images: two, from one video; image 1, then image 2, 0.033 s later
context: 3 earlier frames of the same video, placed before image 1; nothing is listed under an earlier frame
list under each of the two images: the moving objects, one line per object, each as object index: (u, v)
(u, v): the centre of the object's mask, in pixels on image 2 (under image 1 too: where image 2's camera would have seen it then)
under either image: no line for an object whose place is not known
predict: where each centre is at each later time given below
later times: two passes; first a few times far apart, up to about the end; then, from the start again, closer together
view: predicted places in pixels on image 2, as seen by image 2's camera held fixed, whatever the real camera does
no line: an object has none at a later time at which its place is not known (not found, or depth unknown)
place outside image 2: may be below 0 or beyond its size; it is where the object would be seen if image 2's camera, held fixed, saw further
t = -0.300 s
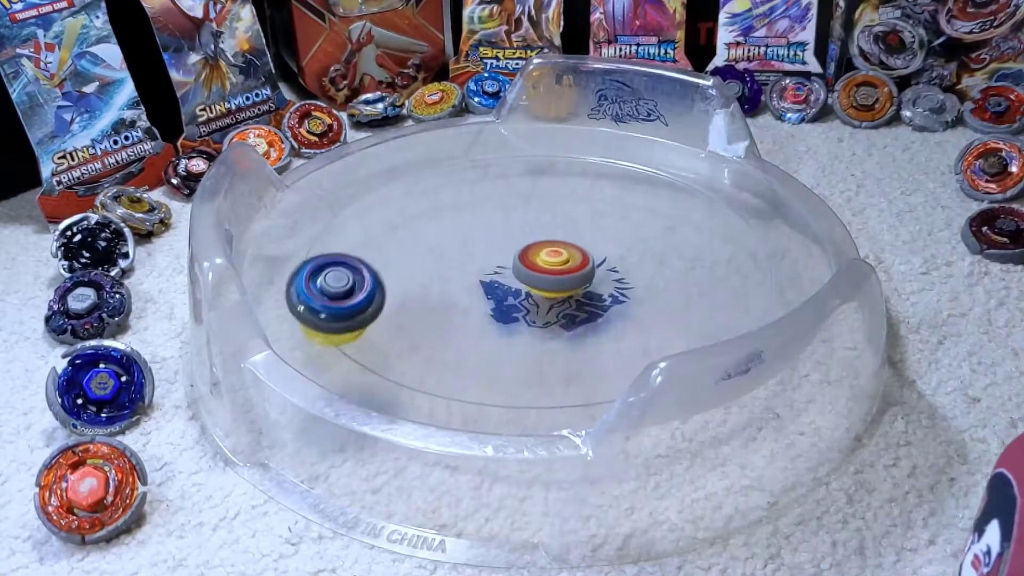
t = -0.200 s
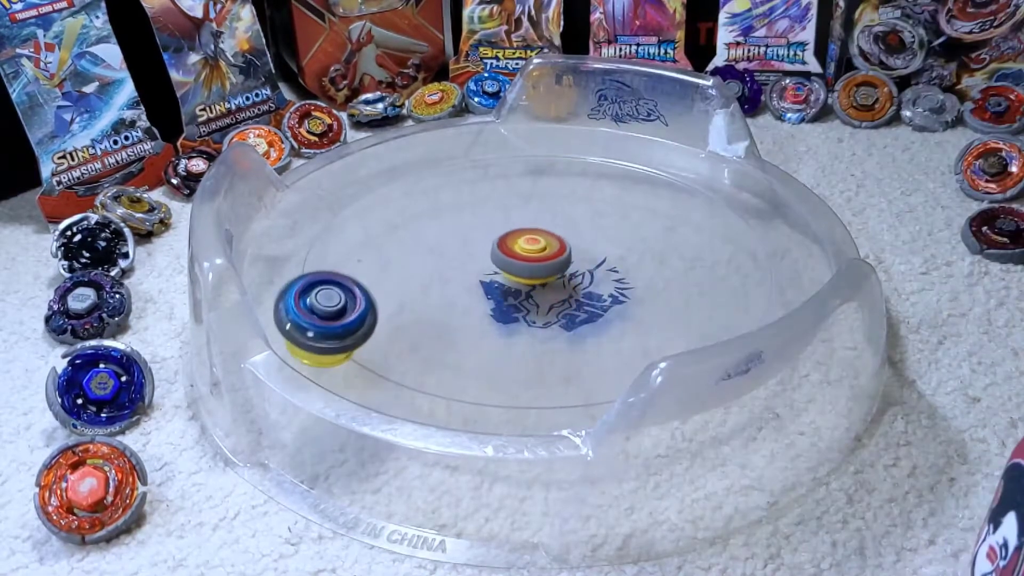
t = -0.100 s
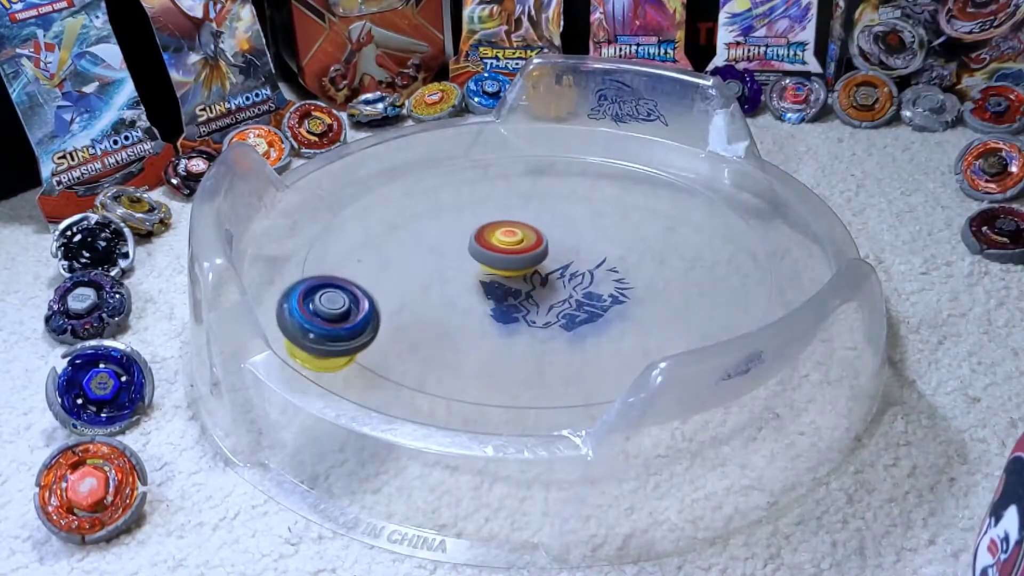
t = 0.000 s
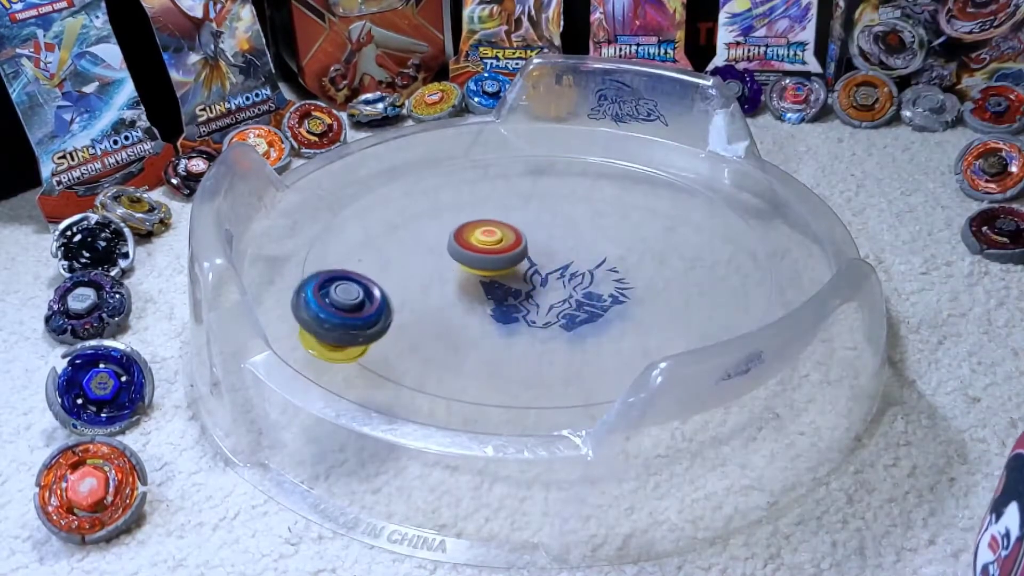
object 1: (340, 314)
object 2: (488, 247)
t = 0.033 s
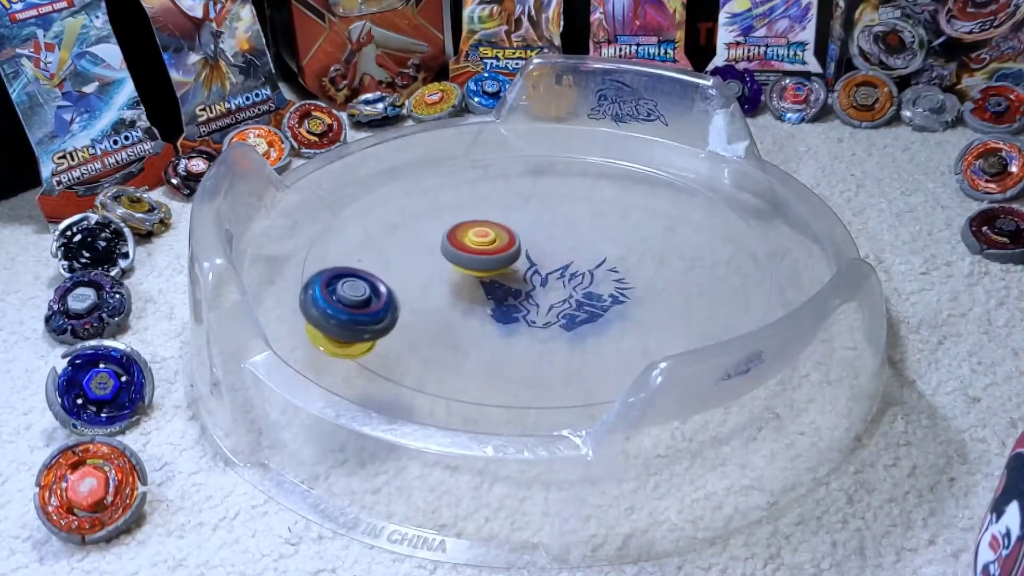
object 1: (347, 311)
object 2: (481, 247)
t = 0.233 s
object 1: (414, 288)
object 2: (469, 255)
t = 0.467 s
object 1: (449, 310)
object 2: (502, 250)
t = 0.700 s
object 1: (493, 331)
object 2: (518, 231)
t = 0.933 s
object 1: (532, 332)
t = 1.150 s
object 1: (615, 311)
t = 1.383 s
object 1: (685, 291)
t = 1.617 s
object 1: (659, 266)
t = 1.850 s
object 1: (760, 247)
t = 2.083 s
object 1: (655, 283)
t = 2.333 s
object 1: (517, 201)
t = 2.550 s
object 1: (580, 133)
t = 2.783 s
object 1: (620, 135)
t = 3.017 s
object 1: (586, 121)
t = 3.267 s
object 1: (514, 127)
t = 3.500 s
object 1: (489, 204)
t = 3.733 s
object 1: (434, 271)
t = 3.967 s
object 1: (370, 278)
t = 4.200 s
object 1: (442, 289)
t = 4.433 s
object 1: (496, 330)
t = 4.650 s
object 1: (552, 335)
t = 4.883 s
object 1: (639, 305)
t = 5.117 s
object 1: (702, 274)
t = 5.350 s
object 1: (668, 270)
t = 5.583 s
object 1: (564, 273)
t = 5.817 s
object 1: (485, 303)
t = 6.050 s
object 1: (557, 258)
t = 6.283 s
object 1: (696, 283)
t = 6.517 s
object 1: (612, 333)
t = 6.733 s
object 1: (518, 312)
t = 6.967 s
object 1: (540, 239)
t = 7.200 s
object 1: (598, 234)
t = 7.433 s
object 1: (540, 283)
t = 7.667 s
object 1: (449, 247)
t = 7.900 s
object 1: (420, 224)
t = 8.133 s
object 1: (520, 251)
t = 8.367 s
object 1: (586, 301)
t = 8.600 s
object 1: (545, 322)
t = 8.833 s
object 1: (492, 270)
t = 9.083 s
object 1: (431, 184)
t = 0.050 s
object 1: (352, 310)
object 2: (478, 248)
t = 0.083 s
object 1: (362, 307)
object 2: (472, 249)
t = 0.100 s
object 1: (368, 305)
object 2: (469, 250)
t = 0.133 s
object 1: (379, 300)
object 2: (464, 252)
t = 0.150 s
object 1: (385, 297)
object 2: (462, 254)
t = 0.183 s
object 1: (398, 293)
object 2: (461, 256)
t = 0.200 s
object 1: (405, 290)
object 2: (463, 256)
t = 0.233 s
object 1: (414, 288)
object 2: (469, 255)
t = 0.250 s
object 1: (417, 290)
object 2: (472, 255)
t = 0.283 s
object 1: (421, 294)
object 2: (479, 254)
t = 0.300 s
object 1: (423, 294)
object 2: (482, 254)
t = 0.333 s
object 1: (428, 298)
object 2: (485, 253)
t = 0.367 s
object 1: (433, 301)
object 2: (489, 252)
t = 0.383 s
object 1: (436, 301)
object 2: (491, 252)
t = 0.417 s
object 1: (441, 305)
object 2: (496, 251)
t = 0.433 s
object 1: (444, 307)
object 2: (498, 251)
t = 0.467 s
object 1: (449, 310)
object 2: (502, 250)
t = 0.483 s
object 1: (453, 312)
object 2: (504, 249)
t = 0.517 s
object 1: (461, 315)
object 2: (509, 247)
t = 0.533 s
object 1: (465, 317)
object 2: (511, 246)
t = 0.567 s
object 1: (472, 321)
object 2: (515, 243)
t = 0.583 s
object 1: (475, 322)
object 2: (517, 242)
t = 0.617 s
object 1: (481, 326)
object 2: (518, 239)
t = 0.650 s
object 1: (487, 329)
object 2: (519, 236)
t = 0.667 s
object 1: (489, 329)
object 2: (519, 234)
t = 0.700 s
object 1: (493, 331)
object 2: (518, 231)
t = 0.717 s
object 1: (495, 332)
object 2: (517, 229)
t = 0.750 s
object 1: (498, 333)
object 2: (515, 227)
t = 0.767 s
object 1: (500, 333)
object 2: (514, 226)
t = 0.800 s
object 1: (504, 334)
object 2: (512, 225)
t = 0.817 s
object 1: (507, 334)
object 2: (511, 225)
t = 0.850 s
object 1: (512, 334)
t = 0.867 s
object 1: (516, 334)
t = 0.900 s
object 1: (524, 334)
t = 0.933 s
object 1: (532, 332)
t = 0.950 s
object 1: (536, 331)
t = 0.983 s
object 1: (545, 328)
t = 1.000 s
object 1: (552, 327)
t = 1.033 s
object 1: (566, 324)
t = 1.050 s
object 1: (573, 322)
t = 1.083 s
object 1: (588, 319)
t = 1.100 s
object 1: (595, 317)
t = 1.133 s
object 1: (609, 313)
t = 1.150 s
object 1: (615, 311)
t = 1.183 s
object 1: (630, 306)
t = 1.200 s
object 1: (636, 304)
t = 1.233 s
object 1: (649, 301)
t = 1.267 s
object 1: (659, 298)
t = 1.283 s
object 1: (664, 297)
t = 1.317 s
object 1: (673, 295)
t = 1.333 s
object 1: (676, 294)
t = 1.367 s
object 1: (683, 292)
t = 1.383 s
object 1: (685, 291)
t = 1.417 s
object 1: (687, 289)
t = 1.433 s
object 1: (687, 288)
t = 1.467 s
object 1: (686, 286)
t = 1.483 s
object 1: (685, 285)
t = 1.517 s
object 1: (680, 281)
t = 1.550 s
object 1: (673, 277)
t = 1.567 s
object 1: (670, 275)
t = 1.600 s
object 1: (663, 269)
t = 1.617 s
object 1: (659, 266)
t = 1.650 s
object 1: (655, 259)
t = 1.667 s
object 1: (652, 256)
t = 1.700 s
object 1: (648, 248)
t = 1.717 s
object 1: (647, 244)
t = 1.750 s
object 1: (684, 241)
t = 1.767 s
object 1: (701, 241)
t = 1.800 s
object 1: (731, 242)
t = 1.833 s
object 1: (753, 245)
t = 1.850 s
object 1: (760, 247)
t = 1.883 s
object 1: (758, 255)
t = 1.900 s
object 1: (753, 259)
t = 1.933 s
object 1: (742, 265)
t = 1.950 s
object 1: (736, 268)
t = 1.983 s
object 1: (723, 271)
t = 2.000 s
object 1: (715, 273)
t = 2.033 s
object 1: (694, 277)
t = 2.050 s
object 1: (682, 280)
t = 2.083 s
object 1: (655, 283)
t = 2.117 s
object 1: (627, 282)
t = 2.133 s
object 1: (613, 280)
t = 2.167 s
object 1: (589, 274)
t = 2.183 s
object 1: (577, 270)
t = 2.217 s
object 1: (555, 258)
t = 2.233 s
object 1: (546, 250)
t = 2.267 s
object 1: (530, 234)
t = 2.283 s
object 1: (525, 227)
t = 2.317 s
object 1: (518, 210)
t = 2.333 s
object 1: (517, 201)
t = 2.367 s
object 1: (518, 185)
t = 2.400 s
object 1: (525, 170)
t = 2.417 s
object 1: (529, 164)
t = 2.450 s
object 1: (540, 154)
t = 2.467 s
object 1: (546, 149)
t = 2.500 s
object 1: (559, 142)
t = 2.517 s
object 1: (566, 139)
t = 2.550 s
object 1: (580, 133)
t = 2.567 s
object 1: (588, 134)
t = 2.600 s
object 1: (601, 144)
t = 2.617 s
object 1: (606, 148)
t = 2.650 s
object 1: (617, 156)
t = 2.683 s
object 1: (623, 151)
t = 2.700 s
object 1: (623, 140)
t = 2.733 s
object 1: (622, 129)
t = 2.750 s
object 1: (622, 129)
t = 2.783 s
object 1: (620, 135)
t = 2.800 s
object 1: (620, 133)
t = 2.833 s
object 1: (620, 131)
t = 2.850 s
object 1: (618, 130)
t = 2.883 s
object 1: (614, 127)
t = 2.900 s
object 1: (612, 126)
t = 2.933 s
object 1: (606, 124)
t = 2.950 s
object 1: (602, 124)
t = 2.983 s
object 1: (595, 122)
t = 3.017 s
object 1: (586, 121)
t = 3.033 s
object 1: (582, 121)
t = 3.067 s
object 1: (572, 120)
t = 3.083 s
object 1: (567, 119)
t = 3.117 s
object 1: (557, 119)
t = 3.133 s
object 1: (552, 118)
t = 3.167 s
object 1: (541, 119)
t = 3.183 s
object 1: (536, 119)
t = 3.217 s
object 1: (526, 122)
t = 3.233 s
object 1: (522, 123)
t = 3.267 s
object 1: (514, 127)
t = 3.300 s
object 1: (511, 134)
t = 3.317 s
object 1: (509, 139)
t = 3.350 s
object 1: (505, 149)
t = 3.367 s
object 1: (503, 154)
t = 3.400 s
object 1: (500, 166)
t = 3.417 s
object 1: (498, 172)
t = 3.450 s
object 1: (495, 185)
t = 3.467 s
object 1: (493, 191)
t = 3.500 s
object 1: (489, 204)
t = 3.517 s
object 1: (486, 211)
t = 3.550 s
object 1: (480, 223)
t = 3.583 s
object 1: (474, 234)
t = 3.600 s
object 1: (470, 239)
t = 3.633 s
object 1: (461, 249)
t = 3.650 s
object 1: (457, 253)
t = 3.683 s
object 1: (448, 261)
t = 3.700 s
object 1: (444, 265)
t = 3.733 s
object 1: (434, 271)
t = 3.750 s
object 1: (428, 274)
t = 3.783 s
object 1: (417, 279)
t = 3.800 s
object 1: (411, 281)
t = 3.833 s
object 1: (400, 283)
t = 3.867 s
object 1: (390, 283)
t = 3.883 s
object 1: (386, 282)
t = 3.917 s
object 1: (378, 280)
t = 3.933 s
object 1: (375, 279)
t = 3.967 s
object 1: (370, 278)
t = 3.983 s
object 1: (369, 277)
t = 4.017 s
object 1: (370, 276)
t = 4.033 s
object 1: (372, 276)
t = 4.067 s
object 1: (380, 275)
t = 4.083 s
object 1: (386, 275)
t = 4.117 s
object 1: (401, 275)
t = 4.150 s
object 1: (421, 275)
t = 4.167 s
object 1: (432, 277)
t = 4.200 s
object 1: (442, 289)
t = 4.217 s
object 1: (449, 295)
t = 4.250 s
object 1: (460, 304)
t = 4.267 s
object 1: (465, 308)
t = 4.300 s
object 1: (474, 314)
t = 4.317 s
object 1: (477, 317)
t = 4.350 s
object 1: (483, 322)
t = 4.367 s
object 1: (485, 324)
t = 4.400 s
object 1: (490, 327)
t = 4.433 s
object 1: (496, 330)
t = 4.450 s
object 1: (498, 331)
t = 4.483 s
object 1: (504, 333)
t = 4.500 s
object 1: (507, 333)
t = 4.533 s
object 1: (514, 335)
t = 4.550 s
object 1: (518, 336)
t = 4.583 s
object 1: (529, 336)
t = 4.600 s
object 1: (534, 336)
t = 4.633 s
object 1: (546, 335)
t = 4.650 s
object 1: (552, 335)
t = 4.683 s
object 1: (564, 333)
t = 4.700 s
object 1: (569, 331)
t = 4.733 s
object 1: (579, 328)
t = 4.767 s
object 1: (591, 324)
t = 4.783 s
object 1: (598, 322)
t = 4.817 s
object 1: (611, 316)
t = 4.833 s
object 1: (617, 313)
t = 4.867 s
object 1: (632, 308)
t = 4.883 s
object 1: (639, 305)
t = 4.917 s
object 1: (653, 298)
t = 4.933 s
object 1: (660, 295)
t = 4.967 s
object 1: (671, 291)
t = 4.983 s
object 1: (676, 289)
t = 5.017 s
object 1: (685, 285)
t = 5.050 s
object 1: (694, 281)
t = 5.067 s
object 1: (697, 279)
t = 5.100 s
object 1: (701, 276)
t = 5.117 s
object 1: (702, 274)
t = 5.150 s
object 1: (702, 271)
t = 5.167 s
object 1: (701, 270)
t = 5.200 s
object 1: (697, 268)
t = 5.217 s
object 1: (694, 268)
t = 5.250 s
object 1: (687, 265)
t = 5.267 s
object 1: (683, 265)
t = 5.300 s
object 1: (671, 261)
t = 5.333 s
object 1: (670, 267)
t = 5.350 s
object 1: (668, 270)
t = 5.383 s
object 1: (661, 276)
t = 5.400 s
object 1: (656, 279)
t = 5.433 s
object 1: (642, 282)
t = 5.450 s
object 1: (635, 283)
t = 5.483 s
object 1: (616, 284)
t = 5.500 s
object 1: (605, 284)
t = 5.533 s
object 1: (584, 280)
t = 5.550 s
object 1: (575, 278)
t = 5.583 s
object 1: (564, 273)
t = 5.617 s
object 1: (568, 288)
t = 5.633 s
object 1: (566, 292)
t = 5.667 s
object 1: (561, 302)
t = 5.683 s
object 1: (556, 305)
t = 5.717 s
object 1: (542, 309)
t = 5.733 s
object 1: (534, 310)
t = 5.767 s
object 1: (513, 310)
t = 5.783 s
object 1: (502, 309)
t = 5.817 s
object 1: (485, 303)
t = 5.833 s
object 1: (477, 299)
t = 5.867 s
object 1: (464, 289)
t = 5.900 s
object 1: (459, 277)
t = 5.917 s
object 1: (458, 272)
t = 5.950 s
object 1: (472, 265)
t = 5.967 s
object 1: (486, 264)
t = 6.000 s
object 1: (513, 263)
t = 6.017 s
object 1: (528, 260)
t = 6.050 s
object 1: (557, 258)
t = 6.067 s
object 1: (570, 257)
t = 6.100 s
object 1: (598, 258)
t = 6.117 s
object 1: (610, 258)
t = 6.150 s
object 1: (632, 260)
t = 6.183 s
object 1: (652, 264)
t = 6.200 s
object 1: (661, 266)
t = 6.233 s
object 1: (678, 271)
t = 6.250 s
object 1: (685, 275)
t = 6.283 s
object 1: (696, 283)
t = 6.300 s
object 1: (699, 288)
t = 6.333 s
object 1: (700, 298)
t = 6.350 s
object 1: (697, 304)
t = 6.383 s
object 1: (684, 311)
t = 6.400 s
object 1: (675, 315)
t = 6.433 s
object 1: (651, 322)
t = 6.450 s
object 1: (637, 325)
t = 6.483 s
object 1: (620, 325)
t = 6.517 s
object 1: (612, 333)
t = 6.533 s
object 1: (605, 343)
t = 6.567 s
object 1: (590, 344)
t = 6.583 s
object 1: (583, 343)
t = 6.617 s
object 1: (567, 340)
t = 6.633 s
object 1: (558, 338)
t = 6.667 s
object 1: (539, 333)
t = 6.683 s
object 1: (532, 328)
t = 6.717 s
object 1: (521, 318)
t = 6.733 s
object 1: (518, 312)
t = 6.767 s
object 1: (514, 298)
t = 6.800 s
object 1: (516, 284)
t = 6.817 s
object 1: (519, 277)
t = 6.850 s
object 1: (529, 259)
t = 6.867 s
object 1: (536, 251)
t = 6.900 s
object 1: (542, 240)
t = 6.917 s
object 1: (540, 241)
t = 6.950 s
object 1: (539, 240)
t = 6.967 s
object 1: (540, 239)
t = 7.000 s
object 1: (545, 238)
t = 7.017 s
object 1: (549, 237)
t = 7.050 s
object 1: (556, 234)
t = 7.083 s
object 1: (565, 232)
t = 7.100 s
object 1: (570, 230)
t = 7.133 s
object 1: (580, 229)
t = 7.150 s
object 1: (586, 229)
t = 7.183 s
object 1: (595, 232)
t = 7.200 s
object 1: (598, 234)
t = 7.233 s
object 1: (603, 240)
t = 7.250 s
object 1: (604, 244)
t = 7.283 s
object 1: (603, 252)
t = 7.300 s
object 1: (601, 257)
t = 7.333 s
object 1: (593, 266)
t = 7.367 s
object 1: (581, 273)
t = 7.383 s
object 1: (572, 277)
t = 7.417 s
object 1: (551, 283)
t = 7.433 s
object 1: (540, 283)
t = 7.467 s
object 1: (518, 283)
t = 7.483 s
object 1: (509, 282)
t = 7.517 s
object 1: (494, 278)
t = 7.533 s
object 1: (488, 276)
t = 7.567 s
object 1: (479, 270)
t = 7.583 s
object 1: (476, 266)
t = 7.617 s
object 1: (471, 258)
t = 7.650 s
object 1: (457, 247)
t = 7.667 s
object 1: (449, 247)
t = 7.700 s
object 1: (434, 247)
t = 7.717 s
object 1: (428, 245)
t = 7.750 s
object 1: (418, 241)
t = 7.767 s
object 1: (415, 238)
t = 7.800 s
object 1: (410, 234)
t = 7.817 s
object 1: (408, 231)
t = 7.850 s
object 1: (410, 227)
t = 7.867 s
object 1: (412, 225)
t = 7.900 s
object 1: (420, 224)
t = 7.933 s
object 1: (430, 224)
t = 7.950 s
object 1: (436, 225)
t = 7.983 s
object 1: (451, 227)
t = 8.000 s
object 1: (458, 230)
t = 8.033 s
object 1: (475, 235)
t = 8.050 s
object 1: (483, 237)
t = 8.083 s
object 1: (498, 243)
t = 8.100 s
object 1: (505, 246)
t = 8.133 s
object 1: (520, 251)
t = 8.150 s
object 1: (527, 253)
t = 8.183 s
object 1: (541, 260)
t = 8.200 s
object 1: (545, 263)
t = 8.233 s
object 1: (556, 271)
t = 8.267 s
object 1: (567, 280)
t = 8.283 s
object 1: (572, 283)
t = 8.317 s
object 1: (579, 290)
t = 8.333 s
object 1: (582, 293)
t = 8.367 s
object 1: (586, 301)
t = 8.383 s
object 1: (587, 305)
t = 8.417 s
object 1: (584, 311)
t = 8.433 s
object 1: (582, 314)
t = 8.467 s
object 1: (575, 318)
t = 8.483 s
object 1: (571, 321)
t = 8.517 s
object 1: (563, 324)
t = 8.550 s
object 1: (556, 324)
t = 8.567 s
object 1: (552, 324)
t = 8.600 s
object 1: (545, 322)
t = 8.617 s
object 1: (542, 320)
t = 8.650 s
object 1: (538, 316)
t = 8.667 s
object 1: (537, 312)
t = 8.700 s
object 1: (536, 305)
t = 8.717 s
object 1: (537, 300)
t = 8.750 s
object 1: (520, 292)
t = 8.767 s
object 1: (512, 288)
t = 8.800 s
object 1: (499, 280)
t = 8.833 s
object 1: (492, 270)
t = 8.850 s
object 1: (490, 265)
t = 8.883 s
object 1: (489, 257)
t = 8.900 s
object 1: (490, 253)
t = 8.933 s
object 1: (495, 247)
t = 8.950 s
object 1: (499, 243)
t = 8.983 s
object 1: (482, 231)
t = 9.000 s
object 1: (468, 222)
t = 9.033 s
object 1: (447, 205)
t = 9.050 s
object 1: (440, 198)
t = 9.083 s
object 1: (431, 184)
